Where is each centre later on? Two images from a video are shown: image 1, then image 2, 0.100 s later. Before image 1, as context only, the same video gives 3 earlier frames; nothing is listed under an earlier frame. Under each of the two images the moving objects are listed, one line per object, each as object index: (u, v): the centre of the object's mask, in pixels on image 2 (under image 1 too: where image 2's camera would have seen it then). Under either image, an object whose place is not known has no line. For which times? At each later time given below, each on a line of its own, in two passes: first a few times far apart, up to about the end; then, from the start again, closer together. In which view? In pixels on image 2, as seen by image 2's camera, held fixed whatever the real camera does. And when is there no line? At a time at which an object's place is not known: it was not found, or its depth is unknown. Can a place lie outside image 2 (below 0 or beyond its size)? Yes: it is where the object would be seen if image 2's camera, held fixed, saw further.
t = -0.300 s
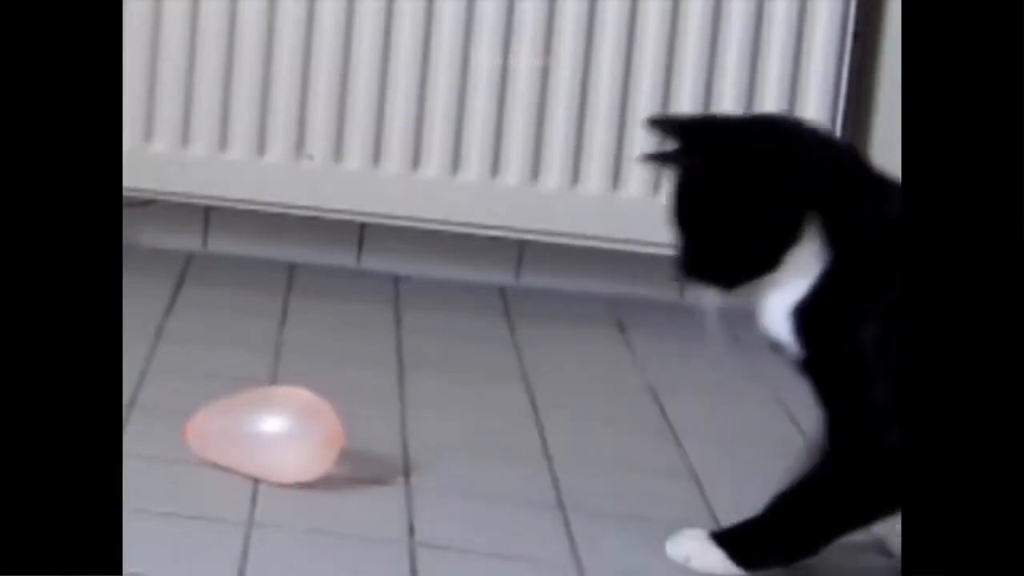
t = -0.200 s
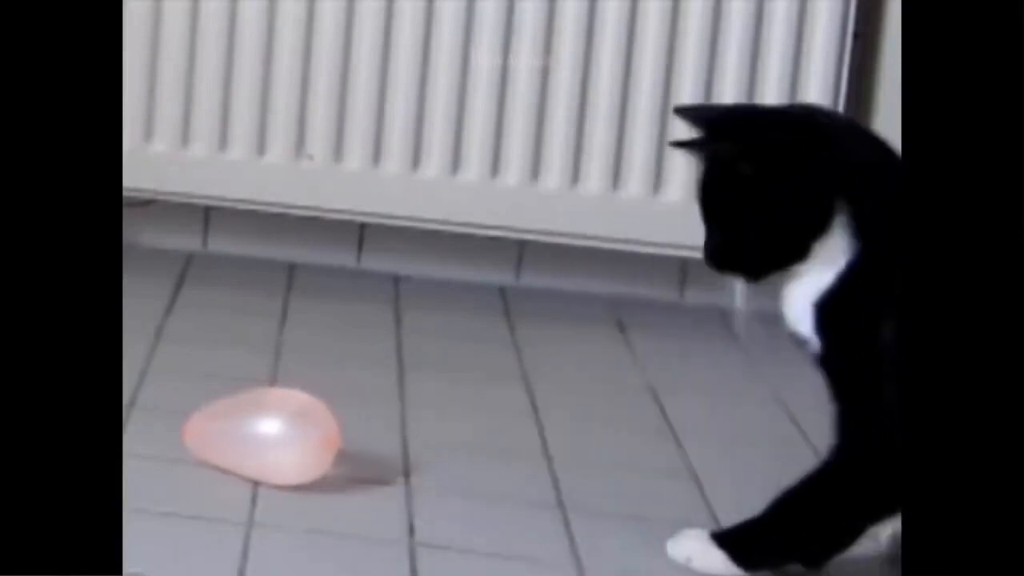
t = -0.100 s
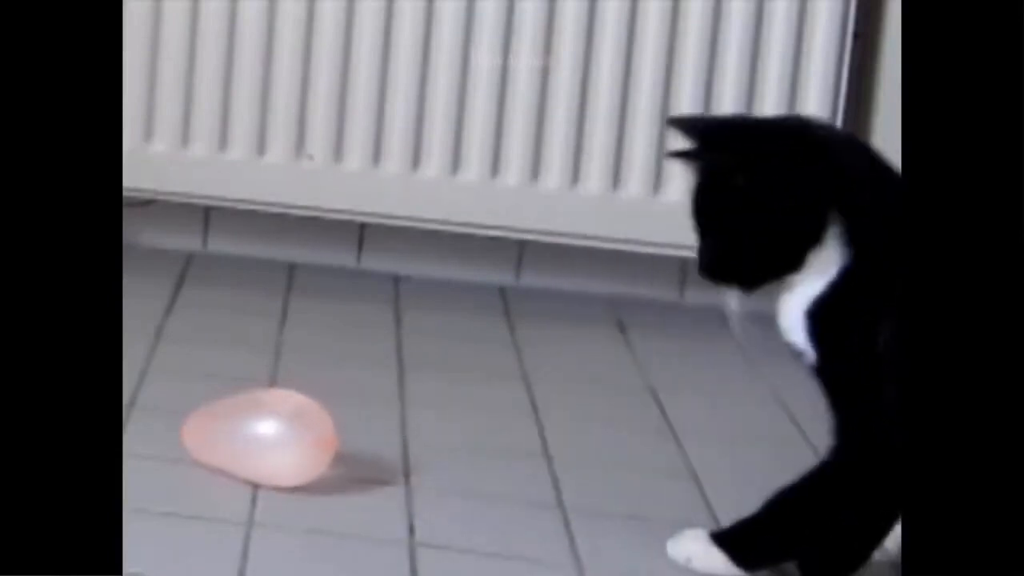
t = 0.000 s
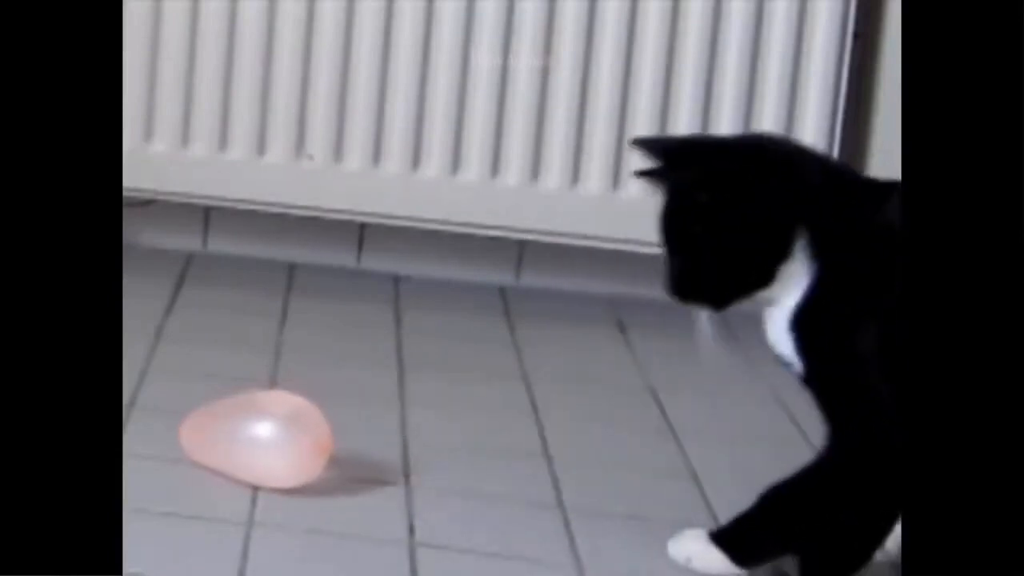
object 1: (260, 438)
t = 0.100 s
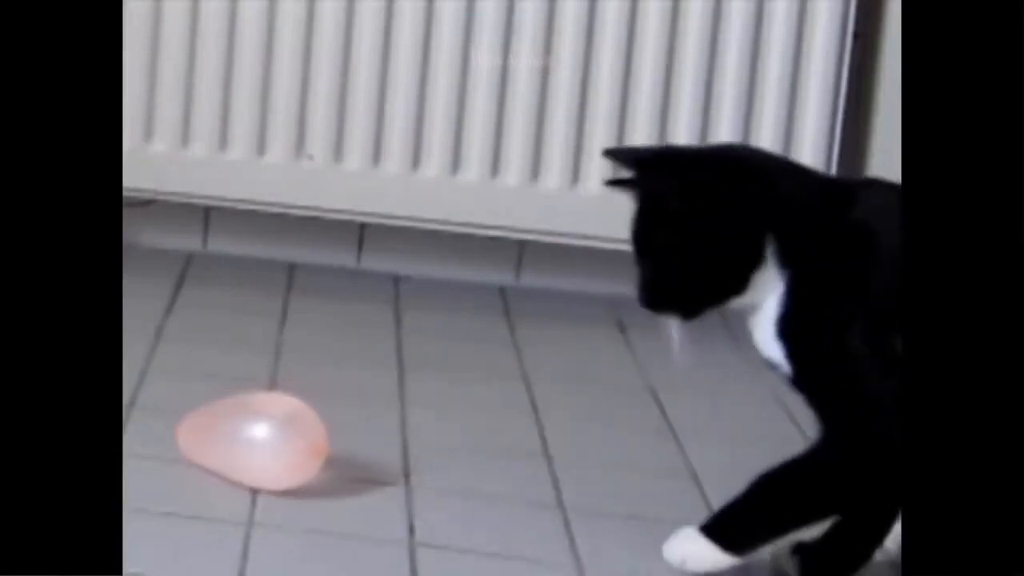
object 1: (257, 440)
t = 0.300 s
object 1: (246, 445)
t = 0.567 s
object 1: (222, 452)
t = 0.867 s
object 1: (200, 457)
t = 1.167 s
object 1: (189, 458)
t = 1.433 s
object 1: (183, 458)
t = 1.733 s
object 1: (182, 458)
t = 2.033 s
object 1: (182, 458)
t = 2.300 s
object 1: (184, 458)
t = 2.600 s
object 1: (185, 457)
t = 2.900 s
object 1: (186, 457)
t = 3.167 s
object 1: (185, 457)
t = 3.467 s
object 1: (184, 457)
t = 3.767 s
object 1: (184, 457)
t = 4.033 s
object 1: (184, 457)
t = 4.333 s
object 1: (185, 457)
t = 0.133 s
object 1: (255, 441)
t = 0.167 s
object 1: (254, 441)
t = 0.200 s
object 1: (252, 442)
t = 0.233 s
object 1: (250, 443)
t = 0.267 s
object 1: (248, 444)
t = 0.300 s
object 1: (246, 445)
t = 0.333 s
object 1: (243, 446)
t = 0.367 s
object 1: (240, 447)
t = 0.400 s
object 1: (237, 448)
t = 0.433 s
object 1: (233, 449)
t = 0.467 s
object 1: (231, 450)
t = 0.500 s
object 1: (228, 451)
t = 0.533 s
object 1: (225, 451)
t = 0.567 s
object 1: (222, 452)
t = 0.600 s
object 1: (219, 452)
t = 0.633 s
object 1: (217, 453)
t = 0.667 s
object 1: (214, 454)
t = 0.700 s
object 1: (211, 454)
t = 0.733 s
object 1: (209, 454)
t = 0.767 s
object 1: (206, 455)
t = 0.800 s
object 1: (204, 455)
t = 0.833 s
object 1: (202, 456)
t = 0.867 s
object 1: (200, 457)
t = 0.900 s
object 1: (199, 457)
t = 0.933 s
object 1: (198, 457)
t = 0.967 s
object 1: (197, 458)
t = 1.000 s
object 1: (195, 458)
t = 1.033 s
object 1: (195, 458)
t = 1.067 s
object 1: (194, 458)
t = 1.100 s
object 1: (193, 459)
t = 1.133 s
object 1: (191, 459)
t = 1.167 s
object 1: (189, 458)
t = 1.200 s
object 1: (188, 458)
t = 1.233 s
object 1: (187, 458)
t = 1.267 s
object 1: (186, 458)
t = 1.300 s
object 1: (186, 458)
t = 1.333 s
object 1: (184, 458)
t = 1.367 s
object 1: (184, 458)
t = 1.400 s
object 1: (183, 458)
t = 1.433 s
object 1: (183, 458)
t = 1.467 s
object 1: (183, 458)
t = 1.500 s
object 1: (183, 458)
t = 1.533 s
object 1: (183, 458)
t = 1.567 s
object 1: (182, 458)
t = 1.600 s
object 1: (182, 458)
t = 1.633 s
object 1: (182, 458)
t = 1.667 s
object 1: (182, 458)
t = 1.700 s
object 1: (182, 458)
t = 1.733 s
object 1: (182, 458)
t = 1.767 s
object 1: (182, 458)
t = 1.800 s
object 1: (182, 458)
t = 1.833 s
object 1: (182, 458)
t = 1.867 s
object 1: (182, 458)
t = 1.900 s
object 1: (182, 458)
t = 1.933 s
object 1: (182, 458)
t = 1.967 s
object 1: (182, 458)
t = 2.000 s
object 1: (182, 458)
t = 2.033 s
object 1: (182, 458)
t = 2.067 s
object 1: (182, 458)
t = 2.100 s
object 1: (183, 458)
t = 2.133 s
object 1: (183, 458)
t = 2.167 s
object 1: (183, 458)
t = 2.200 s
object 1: (183, 458)
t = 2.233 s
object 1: (183, 458)
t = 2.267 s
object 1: (184, 458)
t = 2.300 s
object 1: (184, 458)
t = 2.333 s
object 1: (184, 458)
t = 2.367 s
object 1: (184, 458)
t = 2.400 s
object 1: (185, 458)
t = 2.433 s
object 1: (185, 457)
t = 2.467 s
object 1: (185, 457)
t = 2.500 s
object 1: (185, 457)
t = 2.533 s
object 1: (185, 457)
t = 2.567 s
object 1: (185, 457)
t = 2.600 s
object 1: (185, 457)
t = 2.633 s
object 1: (185, 457)
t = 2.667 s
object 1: (185, 457)
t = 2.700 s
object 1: (185, 457)
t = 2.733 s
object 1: (185, 457)
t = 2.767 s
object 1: (185, 457)
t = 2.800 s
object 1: (185, 457)
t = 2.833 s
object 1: (185, 457)
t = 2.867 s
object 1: (185, 457)
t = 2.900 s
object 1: (186, 457)
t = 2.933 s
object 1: (185, 457)
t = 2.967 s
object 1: (185, 457)
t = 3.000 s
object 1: (186, 458)
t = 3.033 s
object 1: (185, 457)
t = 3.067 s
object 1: (185, 457)
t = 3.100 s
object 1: (185, 457)
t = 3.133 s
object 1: (185, 457)
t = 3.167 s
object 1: (185, 457)
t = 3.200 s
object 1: (185, 457)
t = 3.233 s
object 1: (185, 457)
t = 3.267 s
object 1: (184, 458)
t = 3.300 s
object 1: (184, 457)
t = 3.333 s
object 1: (184, 458)
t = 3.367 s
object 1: (184, 457)
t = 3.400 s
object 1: (184, 458)
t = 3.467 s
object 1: (184, 457)
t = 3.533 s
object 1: (184, 458)
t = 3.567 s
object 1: (184, 458)
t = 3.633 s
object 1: (184, 457)
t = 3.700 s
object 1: (184, 457)
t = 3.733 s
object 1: (184, 457)
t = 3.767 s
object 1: (184, 457)
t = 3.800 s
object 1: (184, 458)
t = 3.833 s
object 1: (184, 457)
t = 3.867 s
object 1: (184, 458)
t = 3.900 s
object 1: (184, 457)
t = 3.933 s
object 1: (184, 457)
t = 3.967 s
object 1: (184, 457)
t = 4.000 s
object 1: (184, 457)
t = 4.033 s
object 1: (184, 457)
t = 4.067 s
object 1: (185, 457)
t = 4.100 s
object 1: (185, 457)
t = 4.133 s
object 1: (185, 457)
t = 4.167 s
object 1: (185, 457)
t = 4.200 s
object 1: (185, 457)
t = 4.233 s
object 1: (185, 457)
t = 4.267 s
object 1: (185, 457)
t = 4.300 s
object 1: (185, 457)
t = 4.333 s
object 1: (185, 457)
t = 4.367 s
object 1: (185, 457)
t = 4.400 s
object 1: (185, 457)
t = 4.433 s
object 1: (185, 457)
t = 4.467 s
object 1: (185, 457)
